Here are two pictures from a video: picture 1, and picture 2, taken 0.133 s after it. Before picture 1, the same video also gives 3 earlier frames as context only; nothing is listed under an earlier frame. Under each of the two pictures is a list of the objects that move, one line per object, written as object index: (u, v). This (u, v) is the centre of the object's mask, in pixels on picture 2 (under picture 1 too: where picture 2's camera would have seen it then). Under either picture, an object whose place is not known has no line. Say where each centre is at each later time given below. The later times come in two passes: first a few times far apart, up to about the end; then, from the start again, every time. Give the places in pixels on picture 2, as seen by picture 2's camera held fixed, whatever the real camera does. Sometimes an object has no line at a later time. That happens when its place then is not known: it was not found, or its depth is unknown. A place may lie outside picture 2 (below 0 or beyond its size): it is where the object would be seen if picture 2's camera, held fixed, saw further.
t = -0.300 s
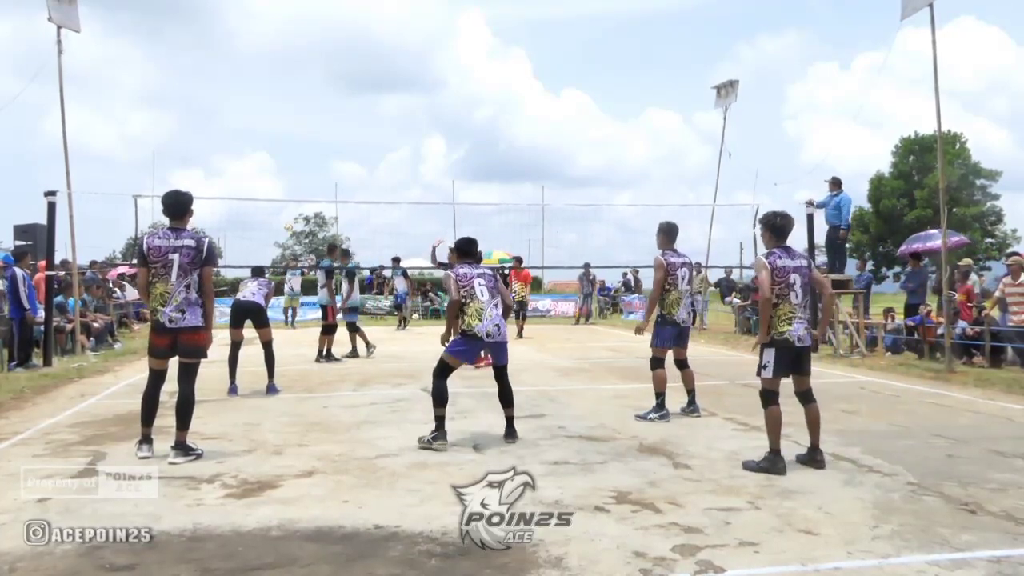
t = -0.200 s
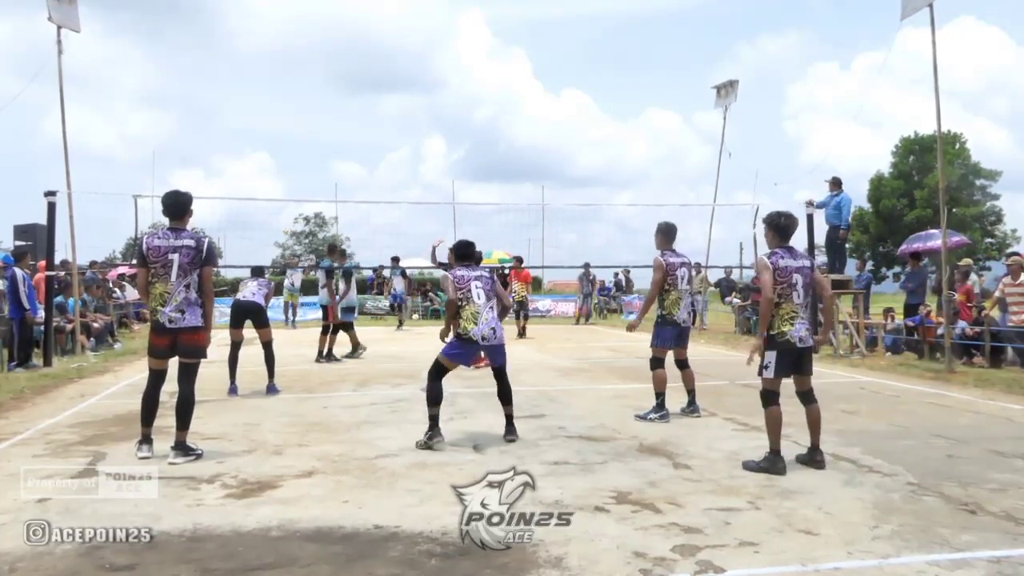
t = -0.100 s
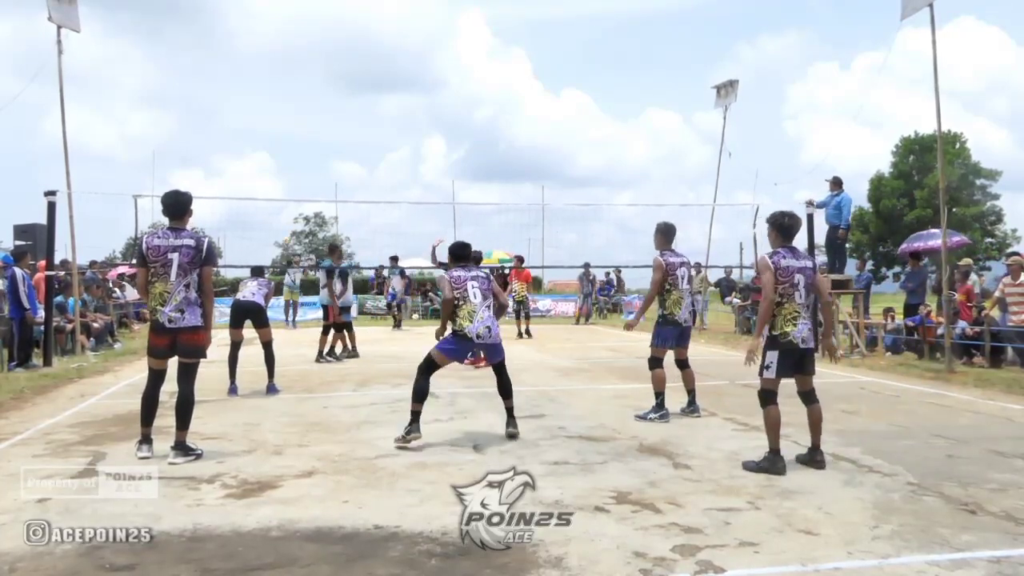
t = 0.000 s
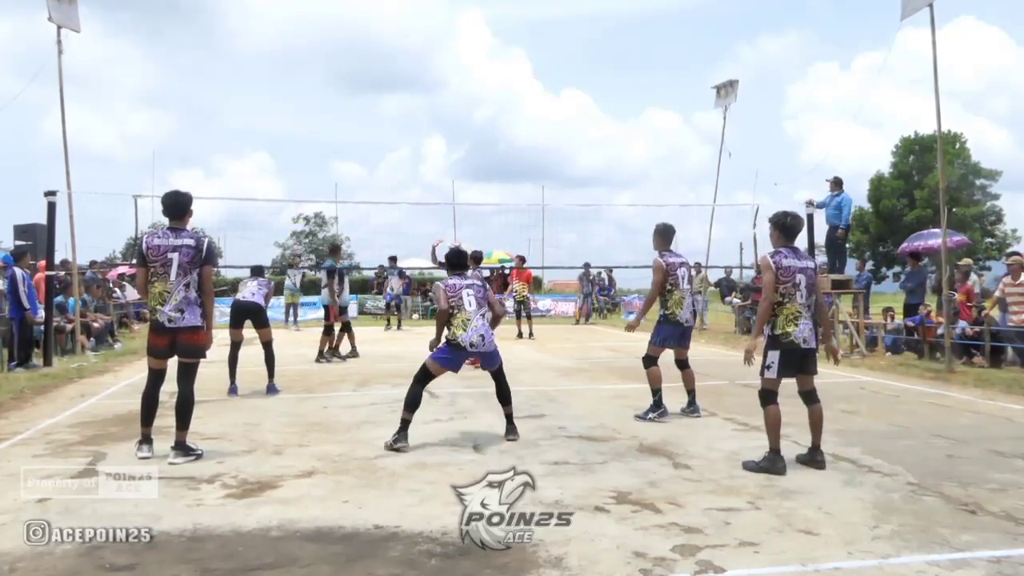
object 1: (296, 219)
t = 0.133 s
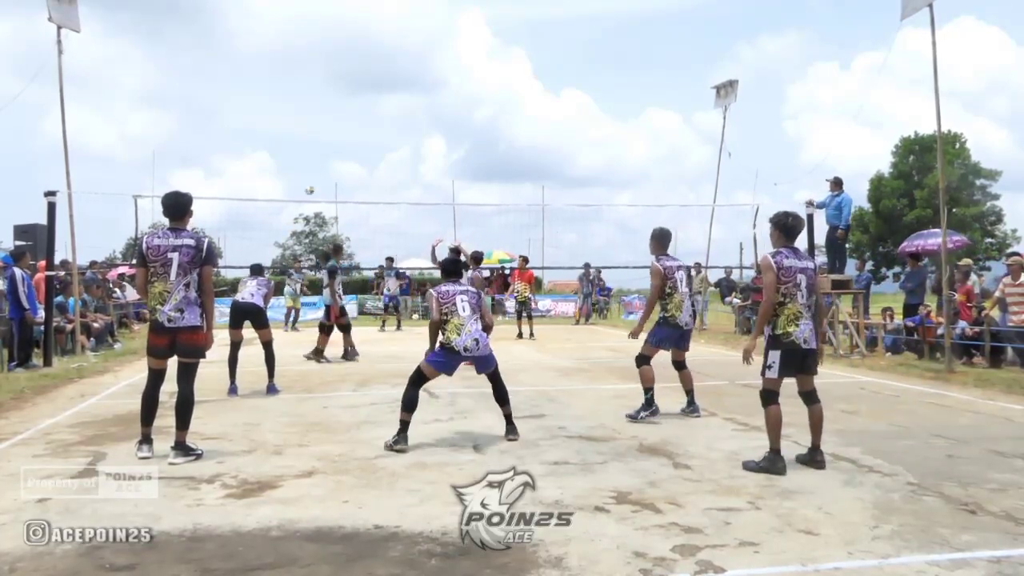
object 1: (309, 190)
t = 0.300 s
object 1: (330, 160)
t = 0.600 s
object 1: (372, 133)
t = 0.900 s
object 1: (428, 161)
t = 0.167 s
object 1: (313, 183)
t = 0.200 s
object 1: (317, 177)
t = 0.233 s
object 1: (321, 171)
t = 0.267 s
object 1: (326, 165)
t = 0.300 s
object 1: (330, 160)
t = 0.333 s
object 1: (334, 155)
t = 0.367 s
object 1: (338, 150)
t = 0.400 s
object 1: (343, 146)
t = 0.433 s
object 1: (347, 142)
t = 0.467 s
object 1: (352, 139)
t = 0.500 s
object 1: (357, 136)
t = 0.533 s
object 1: (362, 135)
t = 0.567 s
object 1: (367, 133)
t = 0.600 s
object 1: (372, 133)
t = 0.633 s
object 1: (378, 133)
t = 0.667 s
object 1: (383, 134)
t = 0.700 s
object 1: (389, 135)
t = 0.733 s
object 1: (395, 137)
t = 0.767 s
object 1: (401, 139)
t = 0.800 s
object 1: (407, 143)
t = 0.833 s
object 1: (414, 148)
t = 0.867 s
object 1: (421, 153)
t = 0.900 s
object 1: (428, 161)
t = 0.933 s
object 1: (436, 169)
